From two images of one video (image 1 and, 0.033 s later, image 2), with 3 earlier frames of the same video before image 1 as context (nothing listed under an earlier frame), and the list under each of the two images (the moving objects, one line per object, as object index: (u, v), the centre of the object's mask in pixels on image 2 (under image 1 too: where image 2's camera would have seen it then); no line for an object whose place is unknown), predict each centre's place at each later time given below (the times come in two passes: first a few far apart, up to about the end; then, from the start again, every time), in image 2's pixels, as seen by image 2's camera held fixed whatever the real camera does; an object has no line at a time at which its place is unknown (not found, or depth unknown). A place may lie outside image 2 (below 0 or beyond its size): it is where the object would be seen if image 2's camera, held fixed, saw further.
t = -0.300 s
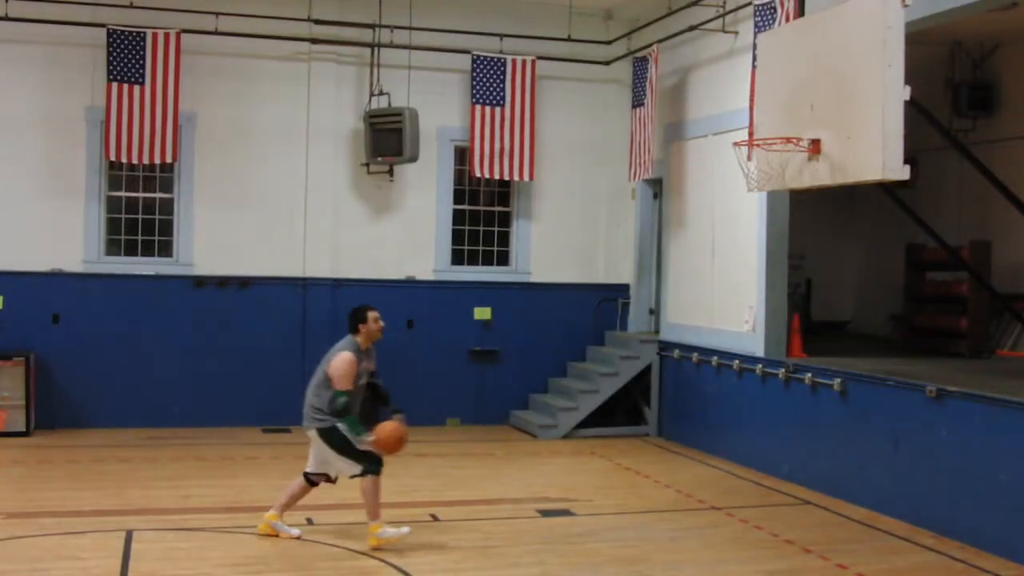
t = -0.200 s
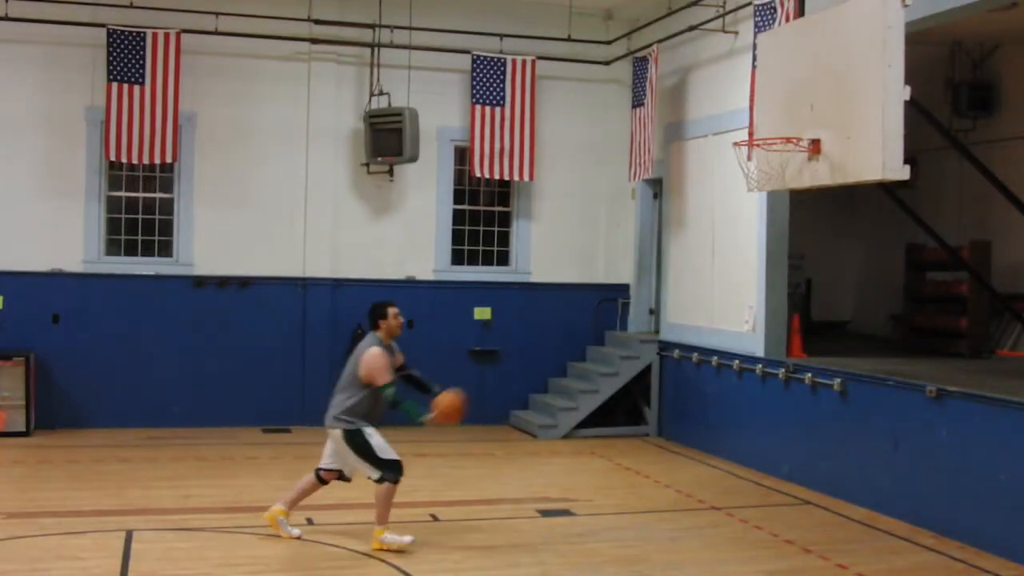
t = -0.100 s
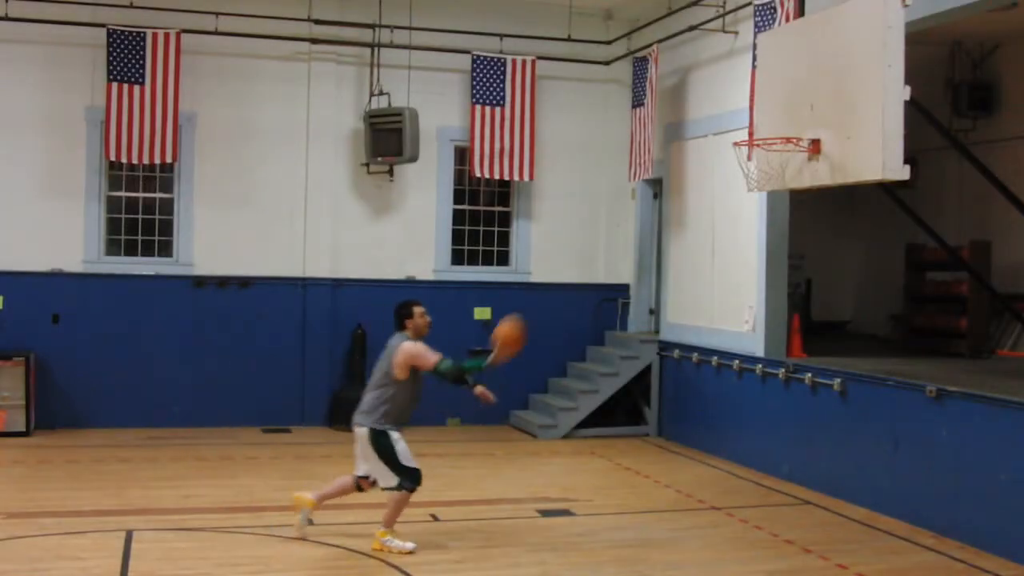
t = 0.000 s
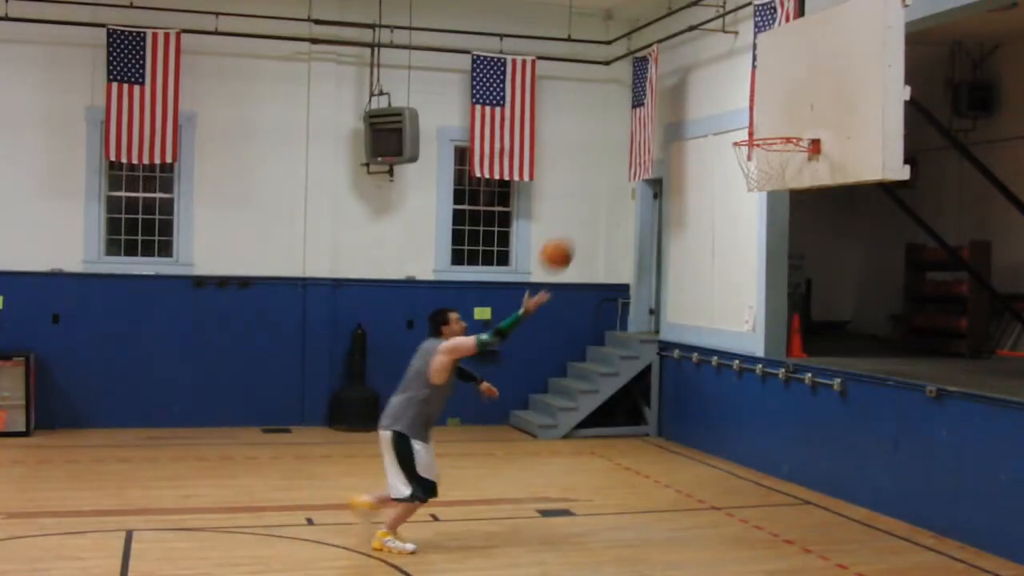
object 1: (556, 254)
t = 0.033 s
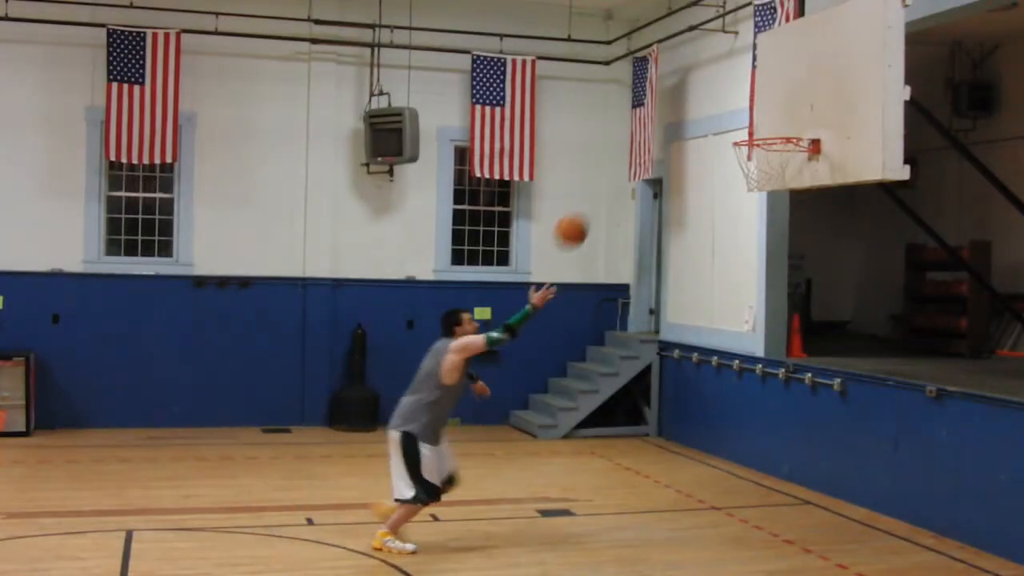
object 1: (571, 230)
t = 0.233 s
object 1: (659, 116)
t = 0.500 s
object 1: (773, 47)
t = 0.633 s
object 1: (793, 46)
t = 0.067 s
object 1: (585, 207)
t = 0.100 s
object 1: (601, 186)
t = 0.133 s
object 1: (615, 166)
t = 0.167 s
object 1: (629, 148)
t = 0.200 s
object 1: (645, 130)
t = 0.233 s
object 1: (659, 116)
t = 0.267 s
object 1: (673, 101)
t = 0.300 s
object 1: (687, 89)
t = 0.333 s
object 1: (702, 78)
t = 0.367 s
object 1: (716, 69)
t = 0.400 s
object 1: (730, 61)
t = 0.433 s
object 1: (745, 55)
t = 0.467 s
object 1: (759, 50)
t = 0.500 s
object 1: (773, 47)
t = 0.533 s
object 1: (786, 46)
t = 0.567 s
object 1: (801, 46)
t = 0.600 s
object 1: (802, 46)
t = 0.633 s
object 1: (793, 46)
